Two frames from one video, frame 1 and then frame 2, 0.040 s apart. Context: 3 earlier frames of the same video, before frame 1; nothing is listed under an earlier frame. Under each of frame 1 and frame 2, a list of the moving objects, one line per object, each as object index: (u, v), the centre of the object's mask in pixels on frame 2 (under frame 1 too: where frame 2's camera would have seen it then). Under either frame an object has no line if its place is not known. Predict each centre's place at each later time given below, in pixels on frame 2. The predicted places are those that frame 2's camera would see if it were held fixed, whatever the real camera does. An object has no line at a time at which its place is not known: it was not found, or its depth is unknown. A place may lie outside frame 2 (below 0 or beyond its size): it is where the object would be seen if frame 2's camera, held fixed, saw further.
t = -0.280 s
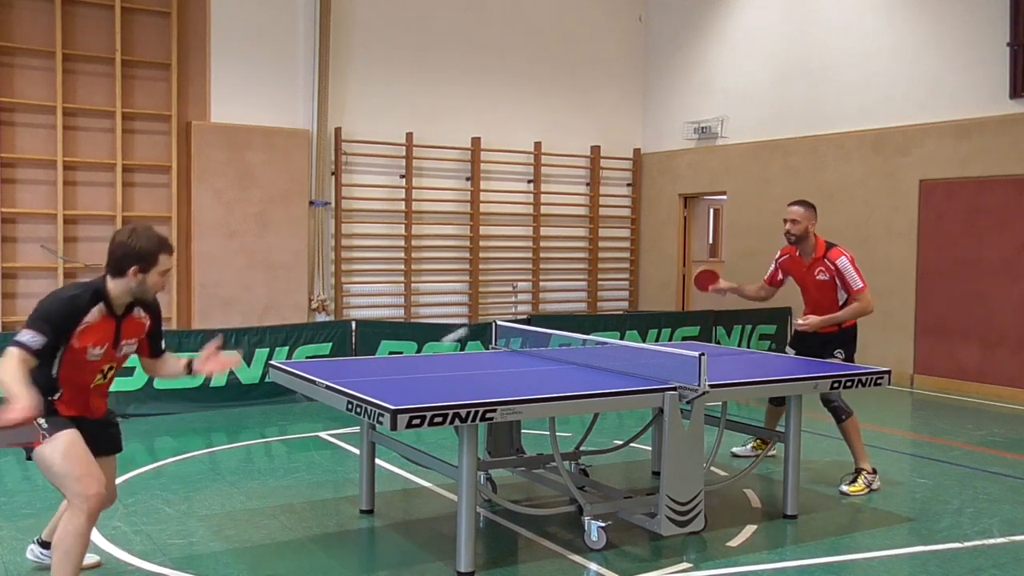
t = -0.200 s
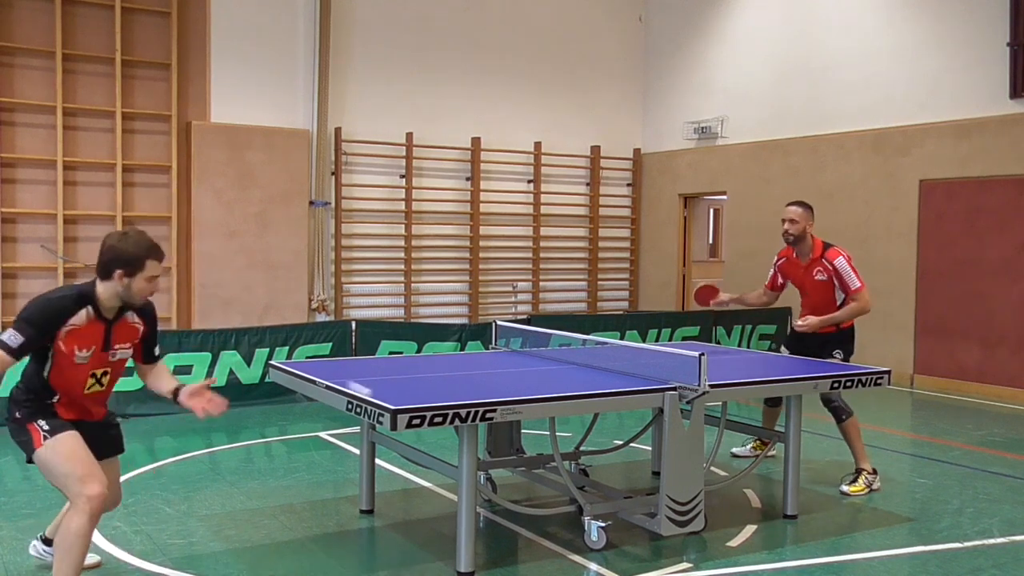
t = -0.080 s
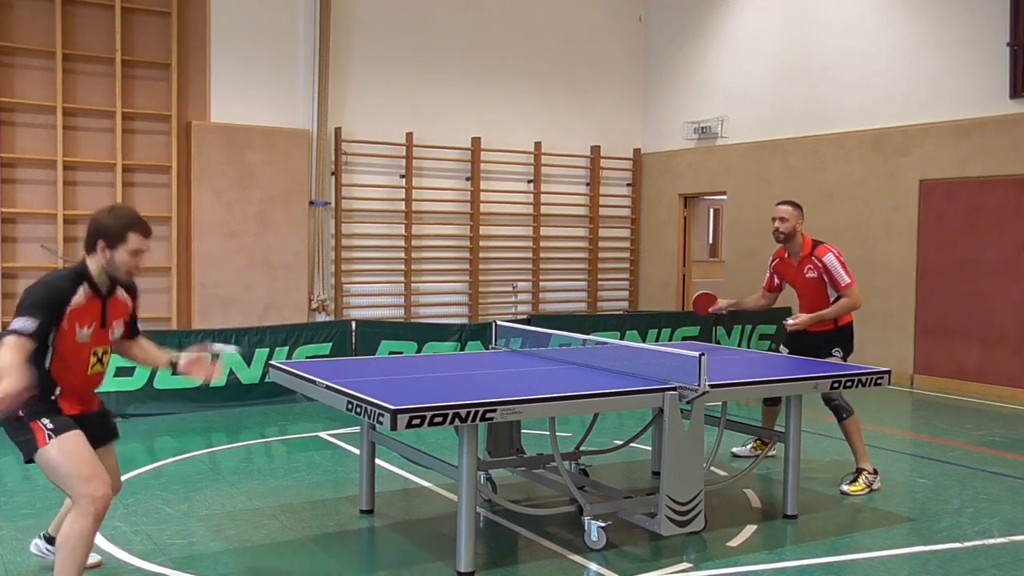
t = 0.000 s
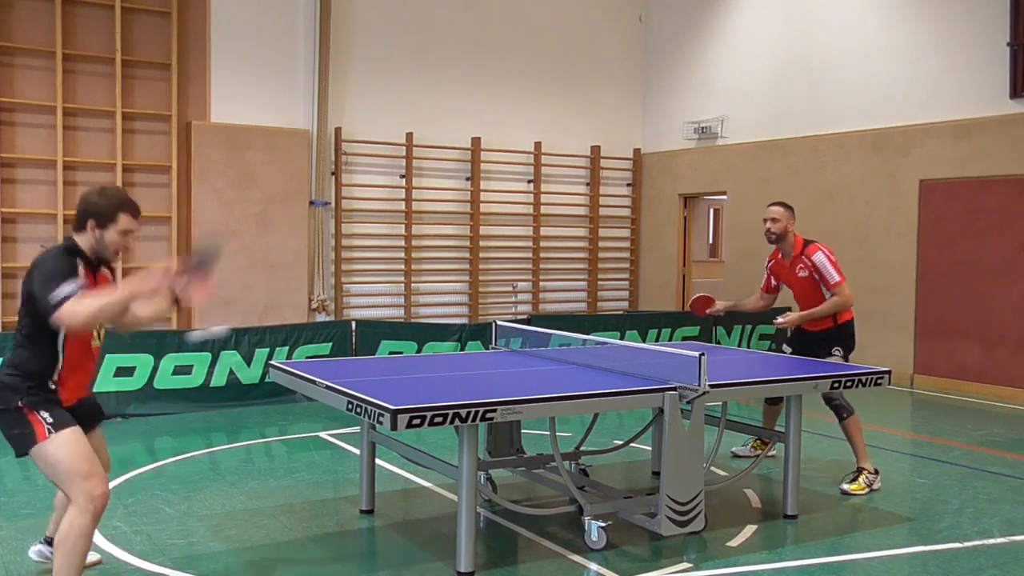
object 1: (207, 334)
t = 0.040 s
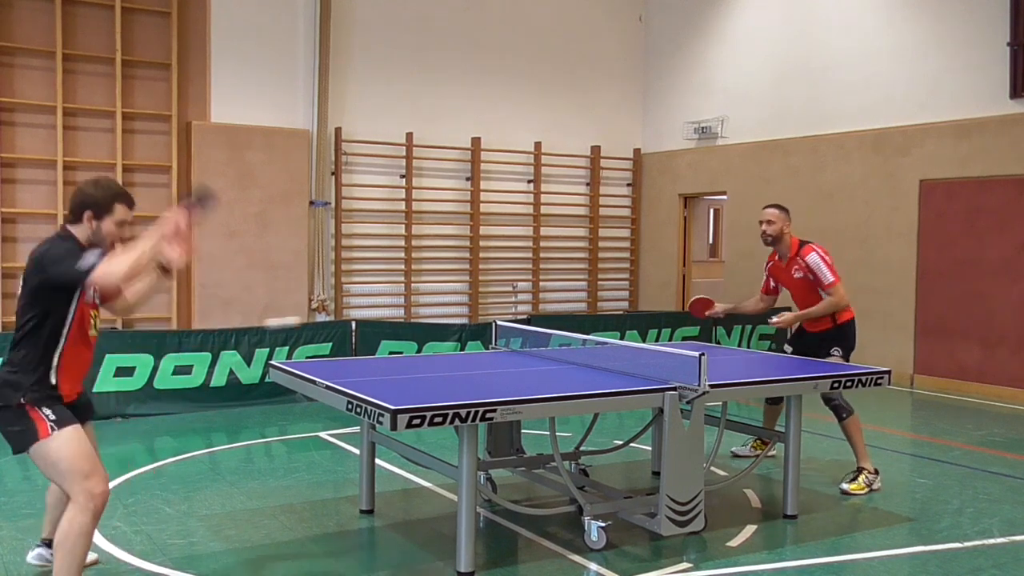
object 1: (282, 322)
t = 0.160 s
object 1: (448, 329)
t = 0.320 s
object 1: (593, 347)
